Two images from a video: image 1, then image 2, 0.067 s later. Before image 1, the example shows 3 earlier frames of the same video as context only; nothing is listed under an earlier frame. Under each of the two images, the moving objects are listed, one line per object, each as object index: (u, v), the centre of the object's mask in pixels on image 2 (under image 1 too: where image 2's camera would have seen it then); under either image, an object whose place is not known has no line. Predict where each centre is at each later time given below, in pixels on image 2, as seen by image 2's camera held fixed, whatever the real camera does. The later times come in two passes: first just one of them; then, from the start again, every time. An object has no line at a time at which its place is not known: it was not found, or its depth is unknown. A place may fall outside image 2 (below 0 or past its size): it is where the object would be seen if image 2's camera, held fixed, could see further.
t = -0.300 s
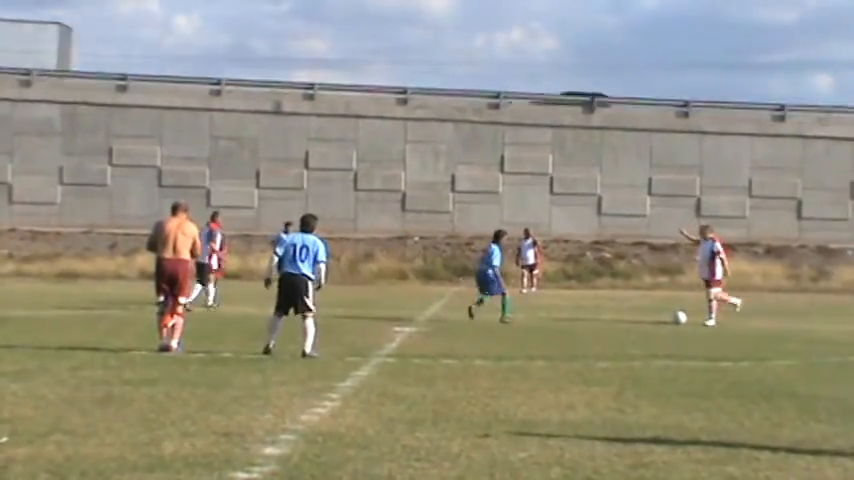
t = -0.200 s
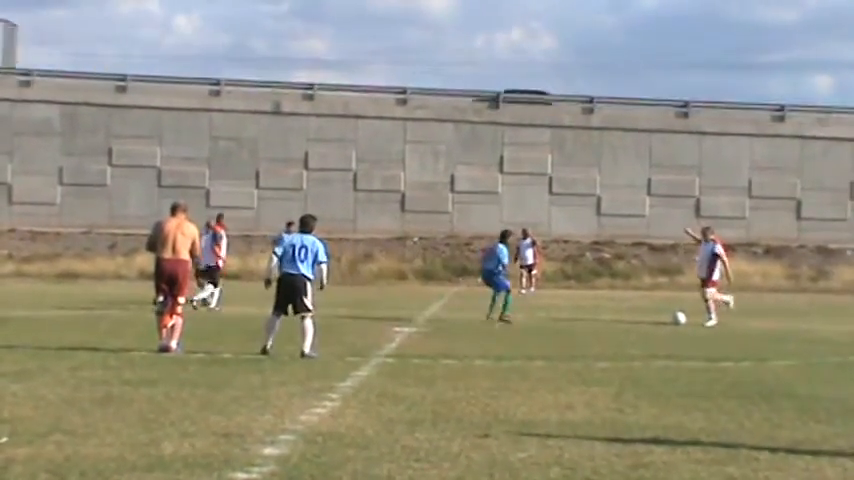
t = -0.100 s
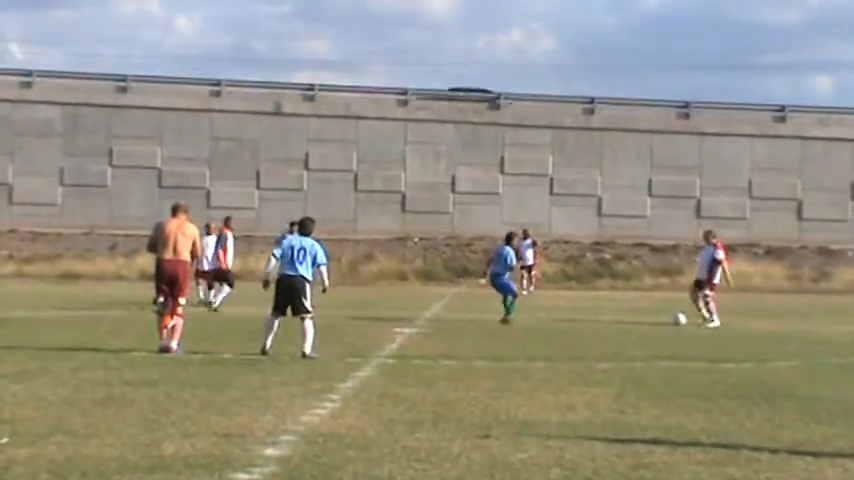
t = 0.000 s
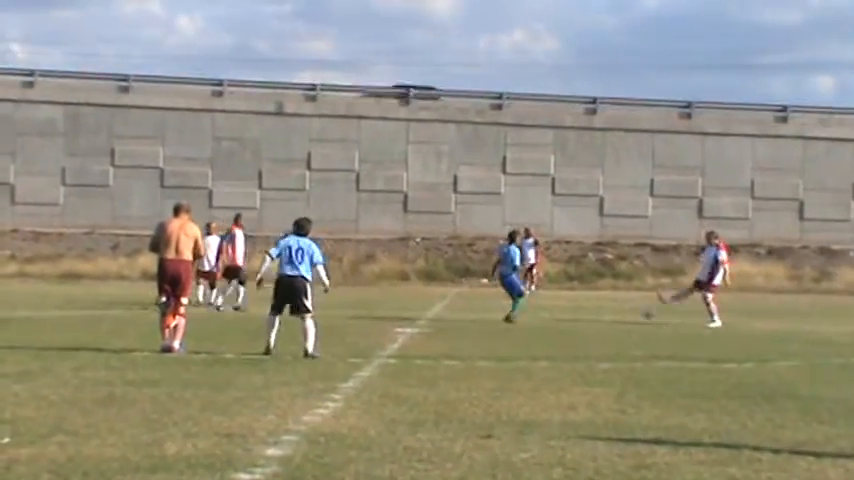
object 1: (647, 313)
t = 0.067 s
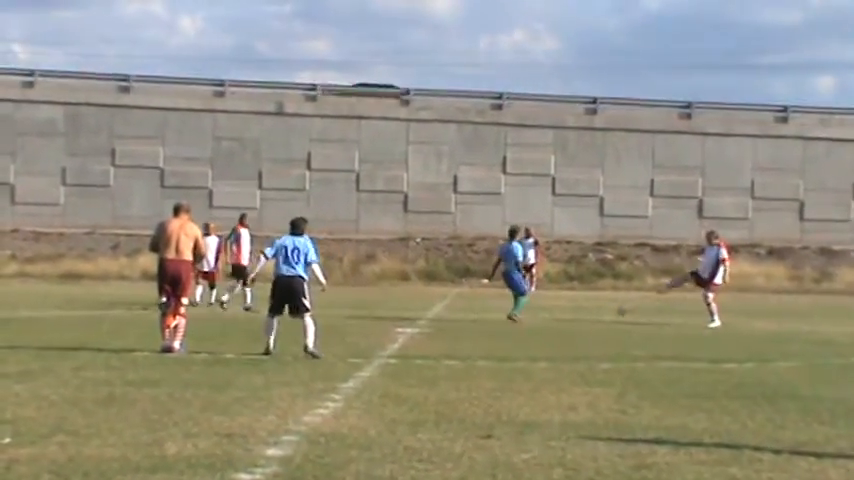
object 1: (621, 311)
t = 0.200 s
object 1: (571, 308)
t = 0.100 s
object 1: (609, 308)
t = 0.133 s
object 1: (596, 308)
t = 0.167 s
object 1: (582, 309)
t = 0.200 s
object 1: (571, 308)
